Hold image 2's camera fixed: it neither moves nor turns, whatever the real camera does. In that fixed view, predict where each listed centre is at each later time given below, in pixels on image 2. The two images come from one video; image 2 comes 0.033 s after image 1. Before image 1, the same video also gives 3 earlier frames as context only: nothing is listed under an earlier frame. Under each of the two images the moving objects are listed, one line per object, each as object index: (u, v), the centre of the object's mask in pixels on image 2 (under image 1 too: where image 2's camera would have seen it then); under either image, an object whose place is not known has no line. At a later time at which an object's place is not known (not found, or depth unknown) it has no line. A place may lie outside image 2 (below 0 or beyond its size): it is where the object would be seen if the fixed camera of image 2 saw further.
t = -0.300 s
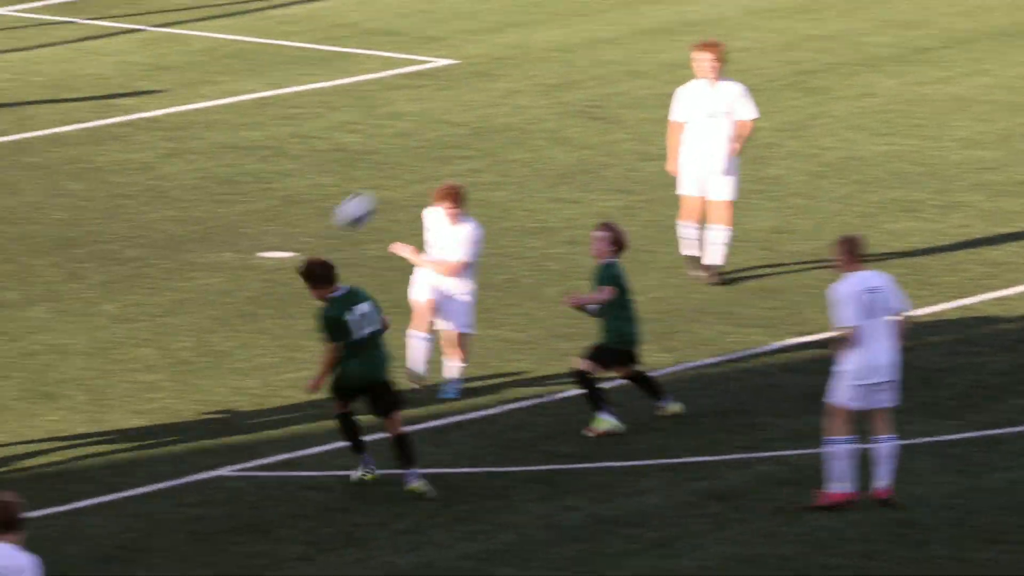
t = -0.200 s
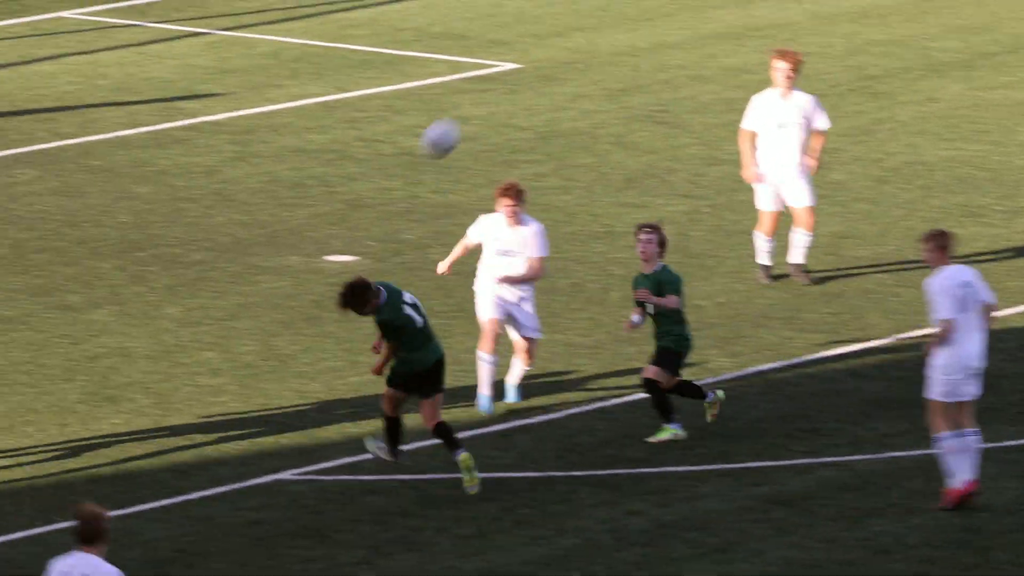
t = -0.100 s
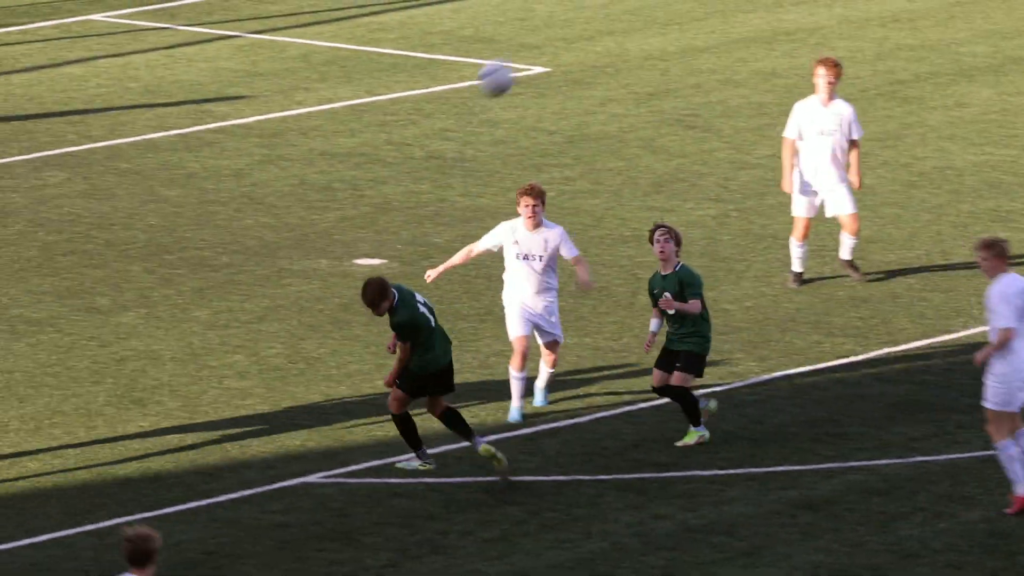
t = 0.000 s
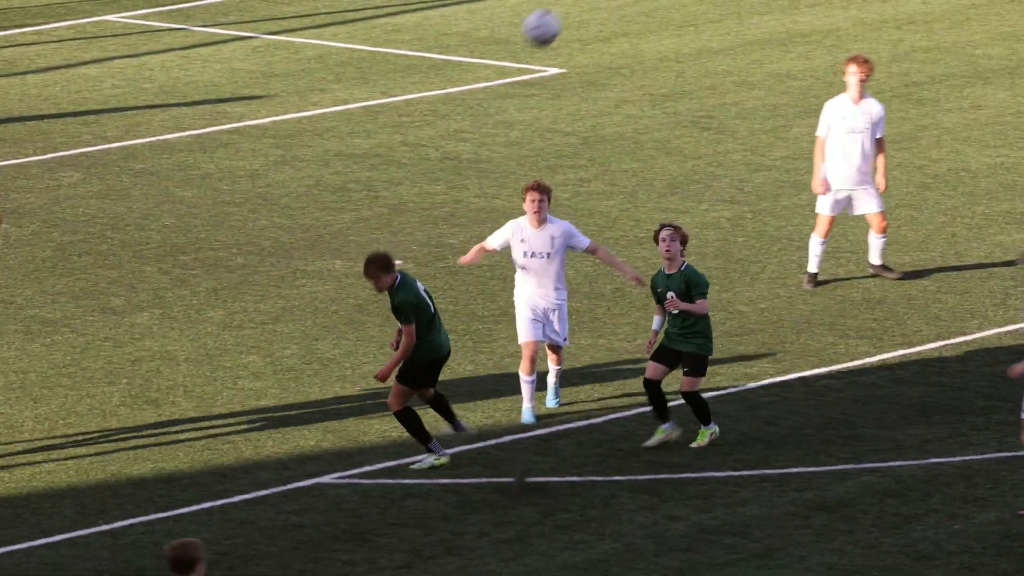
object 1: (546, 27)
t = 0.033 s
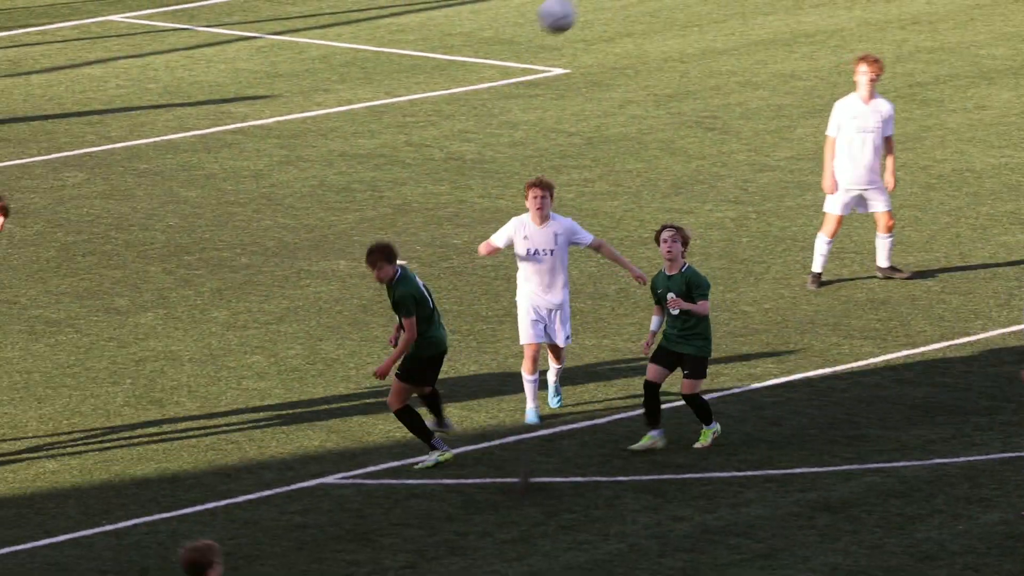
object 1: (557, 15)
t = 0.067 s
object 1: (569, 8)
